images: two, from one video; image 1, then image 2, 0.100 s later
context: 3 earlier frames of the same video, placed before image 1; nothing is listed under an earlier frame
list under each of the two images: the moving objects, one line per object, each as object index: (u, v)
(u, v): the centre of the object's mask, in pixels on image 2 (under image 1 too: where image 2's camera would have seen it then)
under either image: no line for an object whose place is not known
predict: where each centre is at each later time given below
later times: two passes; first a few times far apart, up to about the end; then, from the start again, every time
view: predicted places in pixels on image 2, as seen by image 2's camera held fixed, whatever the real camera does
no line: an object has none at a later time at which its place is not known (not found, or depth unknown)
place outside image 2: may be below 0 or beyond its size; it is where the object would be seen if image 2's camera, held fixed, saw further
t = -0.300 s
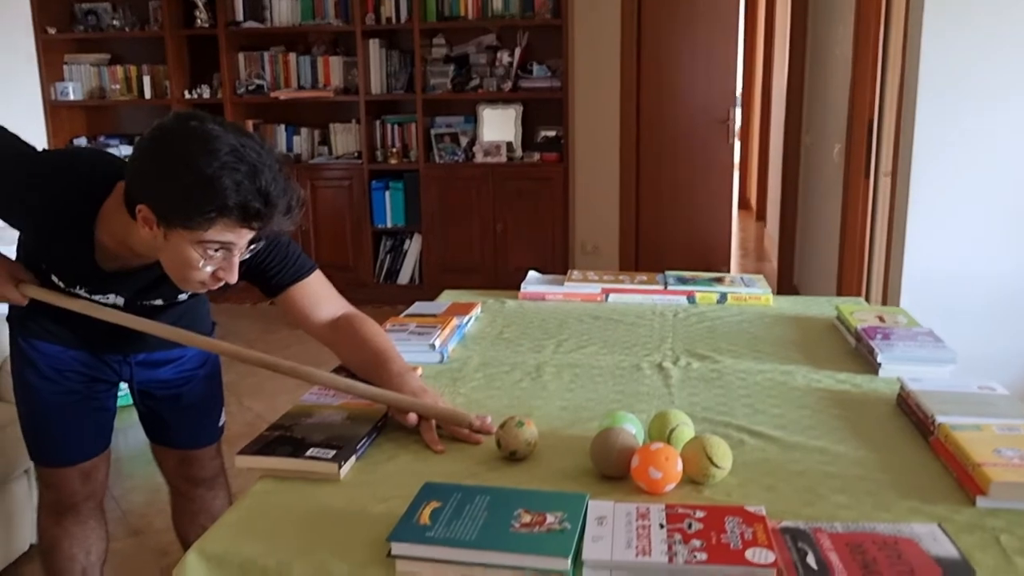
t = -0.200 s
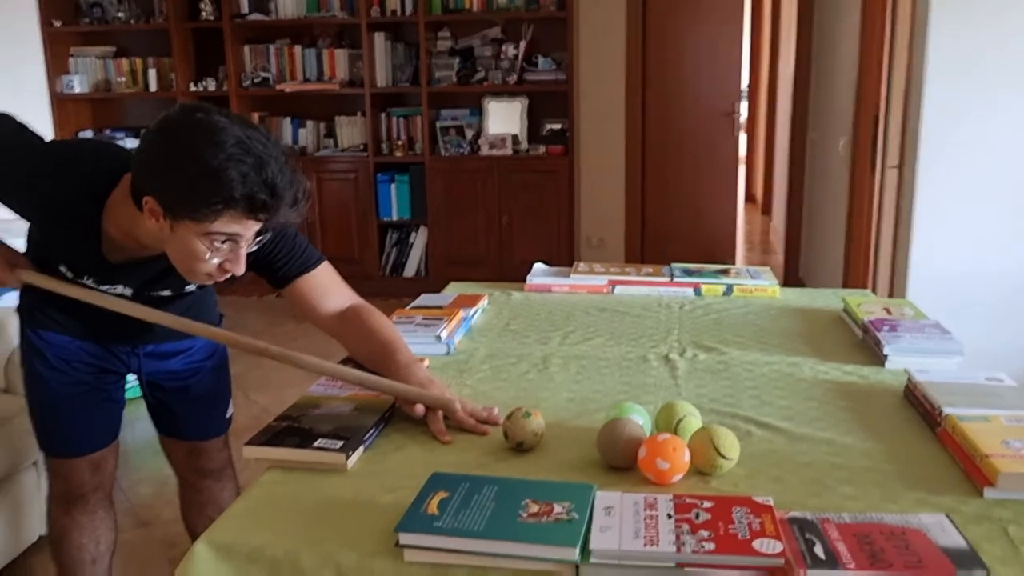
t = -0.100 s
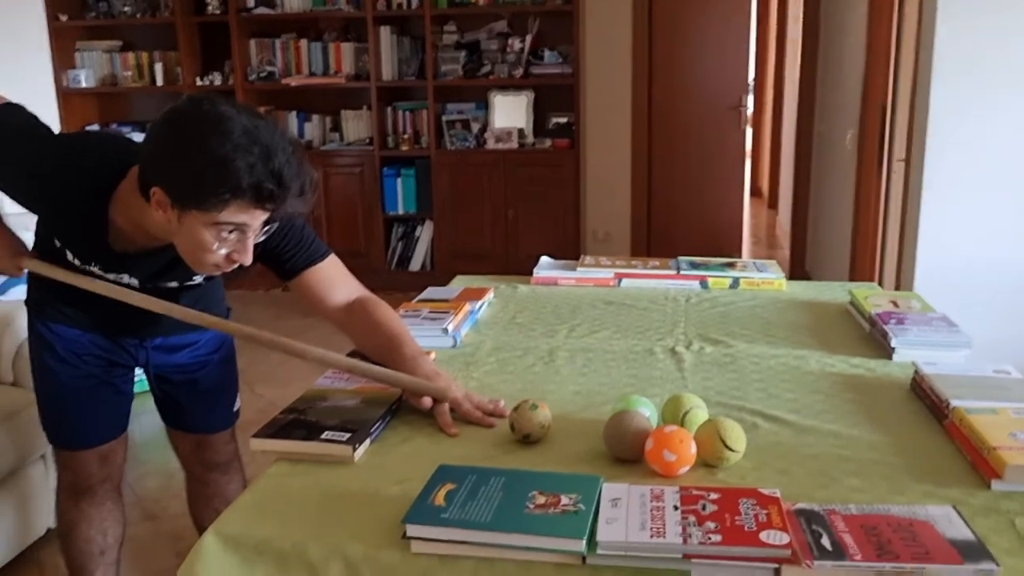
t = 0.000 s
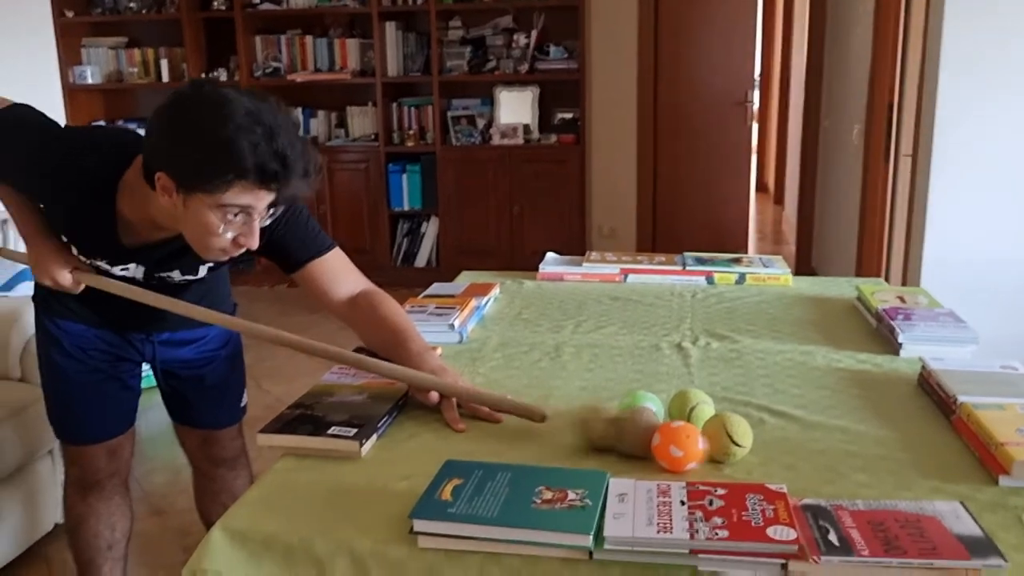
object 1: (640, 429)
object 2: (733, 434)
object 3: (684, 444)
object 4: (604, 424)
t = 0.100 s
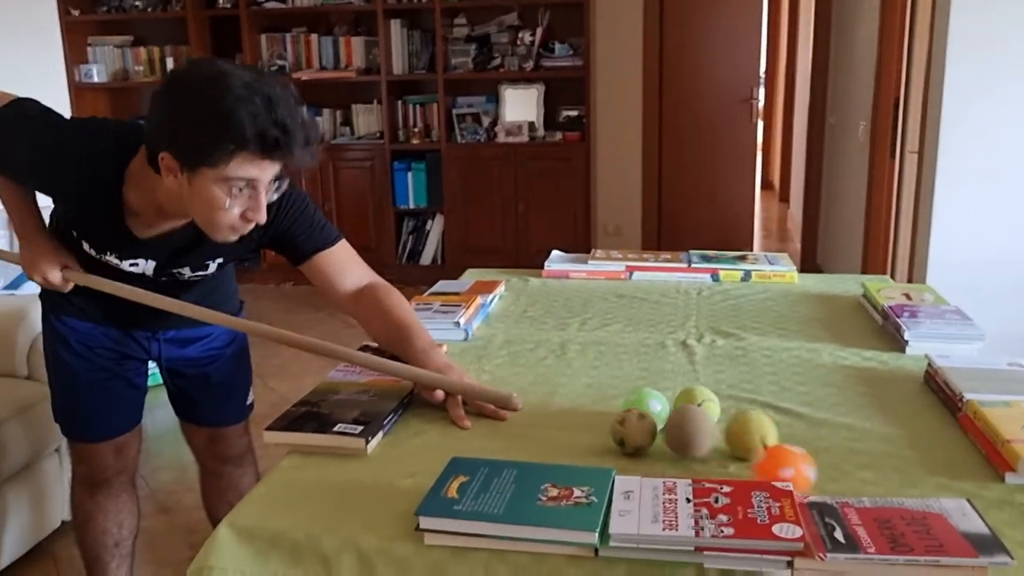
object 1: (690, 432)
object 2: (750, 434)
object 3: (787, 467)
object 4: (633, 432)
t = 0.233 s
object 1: (729, 447)
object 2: (784, 435)
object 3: (858, 470)
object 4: (637, 438)
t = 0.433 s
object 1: (781, 458)
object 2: (827, 433)
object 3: (952, 466)
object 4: (643, 446)
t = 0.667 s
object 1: (841, 472)
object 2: (867, 431)
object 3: (979, 457)
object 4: (645, 452)
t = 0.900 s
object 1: (890, 474)
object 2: (896, 430)
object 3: (970, 453)
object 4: (648, 455)
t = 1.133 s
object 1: (924, 472)
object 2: (916, 428)
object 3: (970, 452)
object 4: (649, 456)
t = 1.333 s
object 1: (944, 471)
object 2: (925, 428)
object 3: (974, 448)
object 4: (648, 457)
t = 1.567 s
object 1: (952, 473)
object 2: (925, 429)
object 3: (973, 445)
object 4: (648, 457)
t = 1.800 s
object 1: (950, 471)
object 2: (924, 428)
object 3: (972, 445)
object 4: (648, 457)
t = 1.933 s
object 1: (948, 471)
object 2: (924, 428)
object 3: (972, 445)
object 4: (648, 457)
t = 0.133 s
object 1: (702, 441)
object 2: (759, 435)
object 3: (807, 469)
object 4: (634, 434)
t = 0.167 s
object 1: (711, 440)
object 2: (769, 436)
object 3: (823, 470)
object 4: (635, 435)
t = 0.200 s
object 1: (720, 444)
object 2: (776, 435)
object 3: (839, 470)
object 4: (636, 437)
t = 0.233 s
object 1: (729, 447)
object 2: (784, 435)
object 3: (858, 470)
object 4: (637, 438)
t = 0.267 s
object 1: (738, 450)
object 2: (792, 435)
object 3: (875, 470)
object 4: (638, 439)
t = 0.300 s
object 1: (747, 452)
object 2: (799, 435)
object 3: (890, 469)
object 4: (639, 441)
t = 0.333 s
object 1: (755, 453)
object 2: (806, 435)
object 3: (906, 469)
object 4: (640, 442)
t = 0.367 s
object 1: (764, 455)
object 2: (813, 434)
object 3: (922, 467)
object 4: (641, 443)
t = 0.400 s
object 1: (773, 457)
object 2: (820, 433)
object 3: (937, 467)
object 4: (642, 445)
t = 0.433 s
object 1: (781, 458)
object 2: (827, 433)
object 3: (952, 466)
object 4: (643, 446)
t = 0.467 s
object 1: (790, 460)
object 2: (833, 433)
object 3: (966, 464)
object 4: (643, 446)
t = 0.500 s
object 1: (799, 463)
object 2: (839, 432)
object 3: (979, 464)
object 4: (643, 447)
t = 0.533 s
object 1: (807, 465)
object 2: (846, 432)
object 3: (986, 461)
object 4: (644, 448)
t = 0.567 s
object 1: (815, 467)
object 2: (852, 432)
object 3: (986, 453)
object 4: (644, 449)
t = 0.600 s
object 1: (823, 469)
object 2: (857, 432)
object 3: (985, 452)
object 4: (645, 450)
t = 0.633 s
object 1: (832, 471)
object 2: (863, 432)
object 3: (982, 456)
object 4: (645, 451)
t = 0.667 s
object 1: (841, 472)
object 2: (867, 431)
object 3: (979, 457)
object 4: (645, 452)
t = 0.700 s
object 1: (850, 472)
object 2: (872, 431)
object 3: (978, 456)
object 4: (646, 453)
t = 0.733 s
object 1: (858, 473)
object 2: (876, 432)
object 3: (976, 455)
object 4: (646, 453)
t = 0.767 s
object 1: (866, 474)
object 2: (880, 431)
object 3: (974, 455)
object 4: (647, 454)
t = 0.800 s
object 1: (872, 474)
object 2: (885, 431)
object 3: (972, 454)
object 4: (647, 454)
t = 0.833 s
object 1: (879, 474)
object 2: (889, 431)
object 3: (971, 454)
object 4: (647, 455)
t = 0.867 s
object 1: (885, 474)
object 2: (892, 431)
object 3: (970, 453)
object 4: (648, 455)
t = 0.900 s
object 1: (890, 474)
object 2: (896, 430)
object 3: (970, 453)
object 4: (648, 455)
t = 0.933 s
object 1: (895, 473)
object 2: (899, 430)
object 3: (969, 453)
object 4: (649, 455)
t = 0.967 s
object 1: (901, 473)
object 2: (902, 430)
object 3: (968, 452)
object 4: (649, 456)
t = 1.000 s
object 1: (906, 473)
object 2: (905, 430)
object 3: (968, 452)
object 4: (649, 456)
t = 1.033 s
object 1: (911, 473)
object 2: (908, 429)
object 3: (967, 452)
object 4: (649, 456)
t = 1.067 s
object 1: (915, 472)
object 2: (912, 429)
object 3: (968, 452)
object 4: (649, 456)
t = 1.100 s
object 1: (920, 472)
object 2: (914, 429)
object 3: (969, 452)
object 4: (649, 456)
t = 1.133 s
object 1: (924, 472)
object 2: (916, 428)
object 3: (970, 452)
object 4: (649, 456)
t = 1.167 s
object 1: (929, 471)
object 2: (918, 428)
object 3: (971, 451)
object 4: (649, 457)
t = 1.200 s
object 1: (932, 471)
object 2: (920, 428)
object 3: (972, 451)
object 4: (649, 457)
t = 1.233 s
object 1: (936, 471)
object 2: (921, 428)
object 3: (973, 450)
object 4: (648, 457)
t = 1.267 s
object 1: (940, 470)
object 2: (923, 428)
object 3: (974, 450)
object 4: (648, 457)
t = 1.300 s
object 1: (943, 470)
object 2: (924, 428)
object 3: (974, 448)
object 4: (648, 457)
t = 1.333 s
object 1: (944, 471)
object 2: (925, 428)
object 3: (974, 448)
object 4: (648, 457)
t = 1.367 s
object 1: (946, 471)
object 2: (926, 428)
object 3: (974, 447)
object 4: (648, 457)
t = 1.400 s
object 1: (946, 471)
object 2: (926, 428)
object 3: (973, 446)
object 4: (648, 457)
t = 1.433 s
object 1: (947, 472)
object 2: (926, 428)
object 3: (973, 446)
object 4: (648, 457)
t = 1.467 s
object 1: (949, 472)
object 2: (925, 428)
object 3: (973, 445)
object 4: (648, 457)
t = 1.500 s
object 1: (950, 472)
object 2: (925, 428)
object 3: (973, 445)
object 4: (648, 457)
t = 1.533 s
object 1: (951, 472)
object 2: (925, 429)
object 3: (973, 445)
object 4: (648, 457)
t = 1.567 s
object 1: (952, 473)
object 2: (925, 429)
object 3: (973, 445)
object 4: (648, 457)
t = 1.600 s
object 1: (952, 472)
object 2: (924, 429)
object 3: (973, 445)
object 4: (648, 457)
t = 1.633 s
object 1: (952, 472)
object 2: (924, 429)
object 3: (973, 445)
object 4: (648, 457)
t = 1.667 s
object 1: (952, 472)
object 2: (924, 429)
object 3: (972, 445)
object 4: (648, 457)
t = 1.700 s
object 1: (951, 472)
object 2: (924, 429)
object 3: (972, 445)
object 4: (648, 457)
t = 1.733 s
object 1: (951, 472)
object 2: (924, 429)
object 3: (972, 444)
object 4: (648, 457)
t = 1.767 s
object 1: (950, 472)
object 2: (924, 428)
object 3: (972, 444)
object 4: (648, 457)
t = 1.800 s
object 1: (950, 471)
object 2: (924, 428)
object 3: (972, 445)
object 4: (648, 457)
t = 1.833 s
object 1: (949, 471)
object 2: (924, 428)
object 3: (971, 445)
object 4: (648, 457)
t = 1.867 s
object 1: (949, 471)
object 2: (924, 428)
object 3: (971, 445)
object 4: (648, 457)
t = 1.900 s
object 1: (949, 471)
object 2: (924, 428)
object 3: (972, 445)
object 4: (648, 457)
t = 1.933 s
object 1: (948, 471)
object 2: (924, 428)
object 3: (972, 445)
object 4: (648, 457)
